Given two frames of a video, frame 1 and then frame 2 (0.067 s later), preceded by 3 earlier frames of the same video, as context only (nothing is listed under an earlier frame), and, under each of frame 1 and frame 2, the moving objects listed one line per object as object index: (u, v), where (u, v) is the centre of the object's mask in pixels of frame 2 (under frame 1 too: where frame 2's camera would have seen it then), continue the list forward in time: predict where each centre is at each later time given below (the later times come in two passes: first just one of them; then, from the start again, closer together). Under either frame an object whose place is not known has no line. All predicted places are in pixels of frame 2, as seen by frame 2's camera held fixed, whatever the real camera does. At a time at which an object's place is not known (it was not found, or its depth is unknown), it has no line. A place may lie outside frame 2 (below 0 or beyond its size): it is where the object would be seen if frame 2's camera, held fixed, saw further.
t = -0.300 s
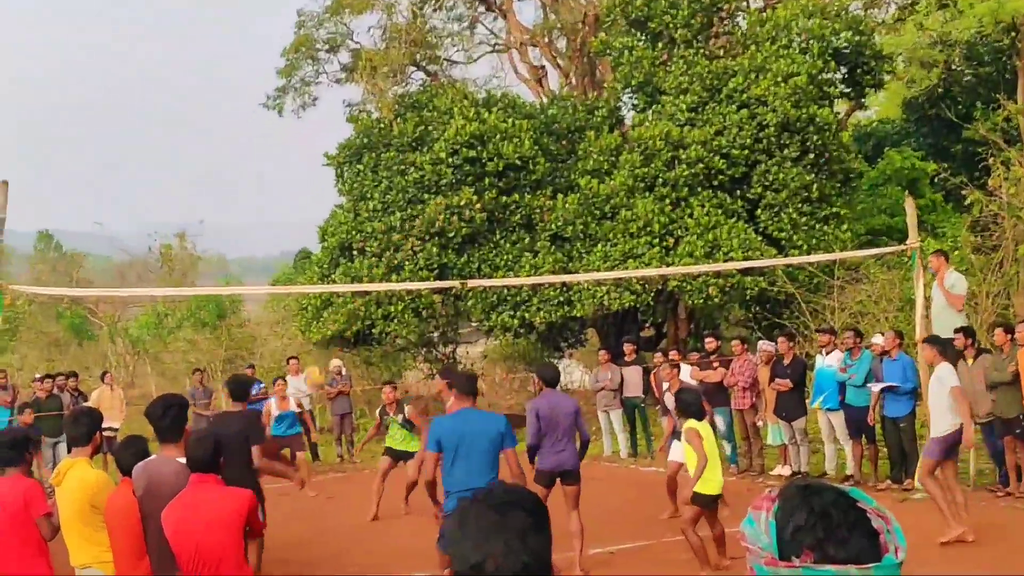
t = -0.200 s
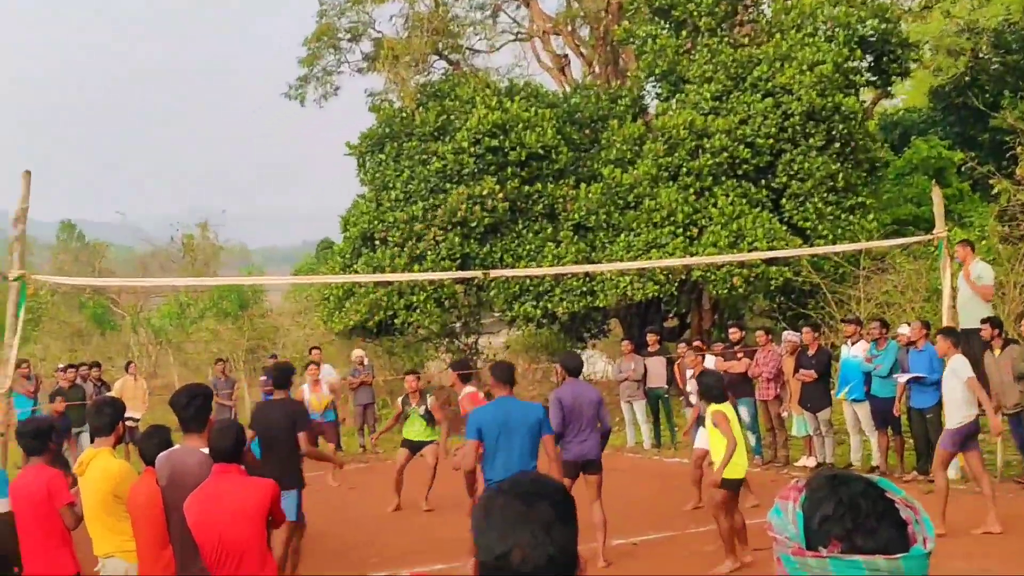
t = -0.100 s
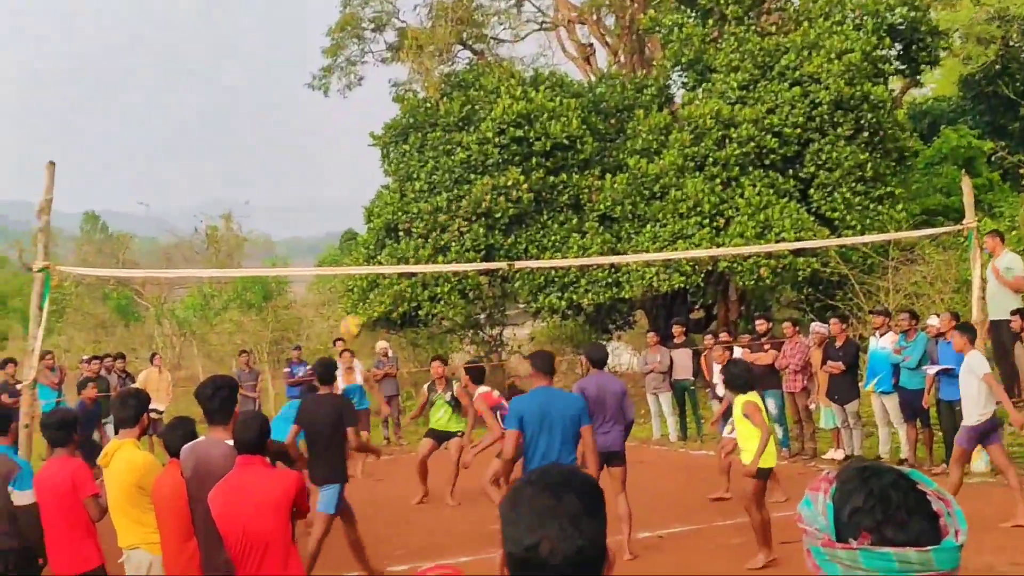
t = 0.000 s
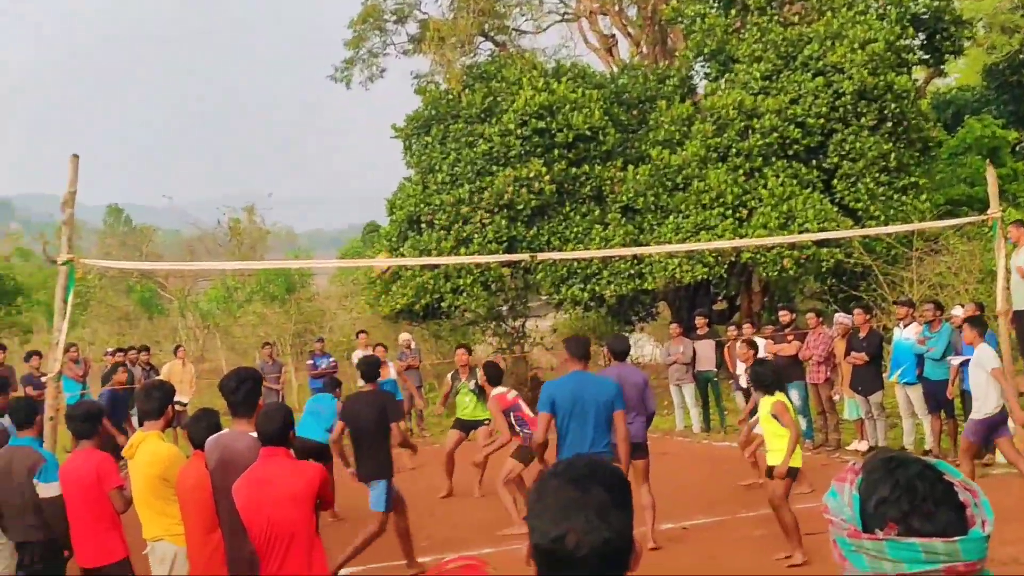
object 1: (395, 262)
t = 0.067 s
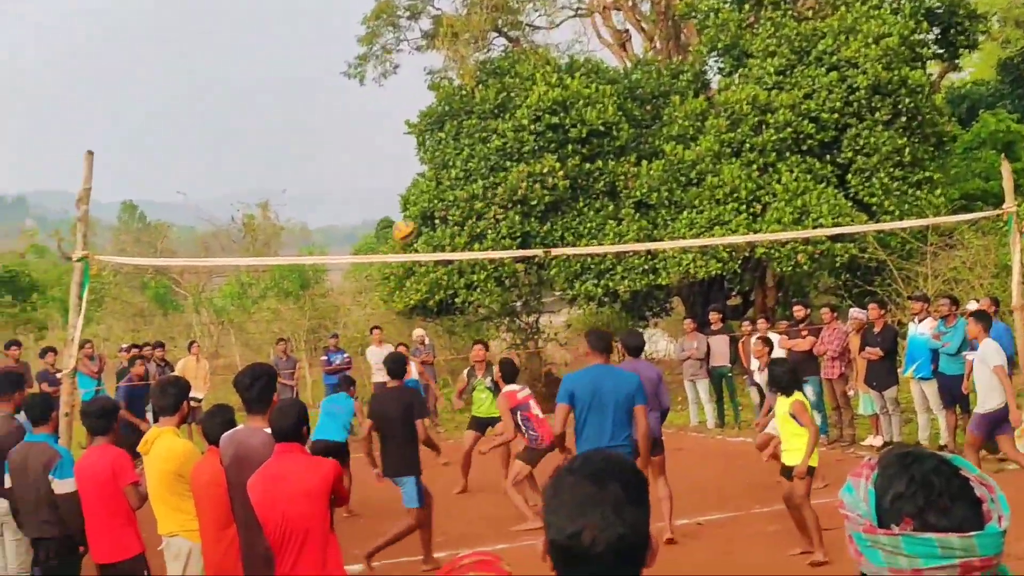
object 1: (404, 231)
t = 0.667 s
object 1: (485, 163)
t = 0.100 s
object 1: (408, 218)
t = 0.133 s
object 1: (412, 205)
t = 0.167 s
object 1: (416, 193)
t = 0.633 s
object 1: (480, 156)
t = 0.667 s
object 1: (485, 163)
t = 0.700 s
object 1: (489, 170)
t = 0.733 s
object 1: (494, 179)
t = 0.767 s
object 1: (499, 188)
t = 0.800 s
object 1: (504, 198)
